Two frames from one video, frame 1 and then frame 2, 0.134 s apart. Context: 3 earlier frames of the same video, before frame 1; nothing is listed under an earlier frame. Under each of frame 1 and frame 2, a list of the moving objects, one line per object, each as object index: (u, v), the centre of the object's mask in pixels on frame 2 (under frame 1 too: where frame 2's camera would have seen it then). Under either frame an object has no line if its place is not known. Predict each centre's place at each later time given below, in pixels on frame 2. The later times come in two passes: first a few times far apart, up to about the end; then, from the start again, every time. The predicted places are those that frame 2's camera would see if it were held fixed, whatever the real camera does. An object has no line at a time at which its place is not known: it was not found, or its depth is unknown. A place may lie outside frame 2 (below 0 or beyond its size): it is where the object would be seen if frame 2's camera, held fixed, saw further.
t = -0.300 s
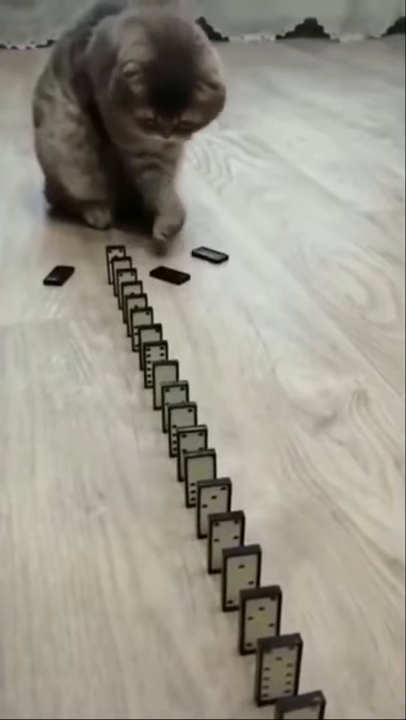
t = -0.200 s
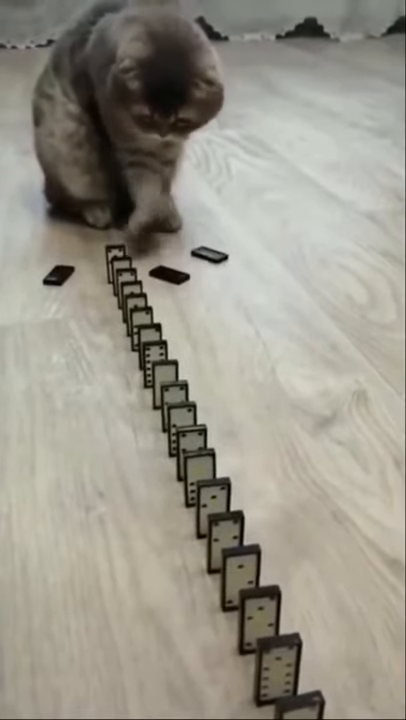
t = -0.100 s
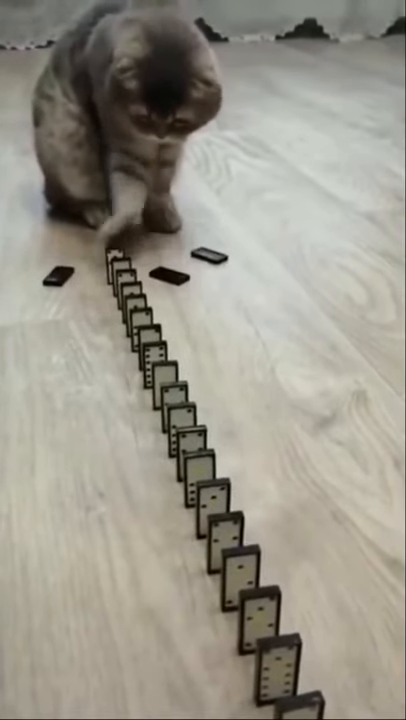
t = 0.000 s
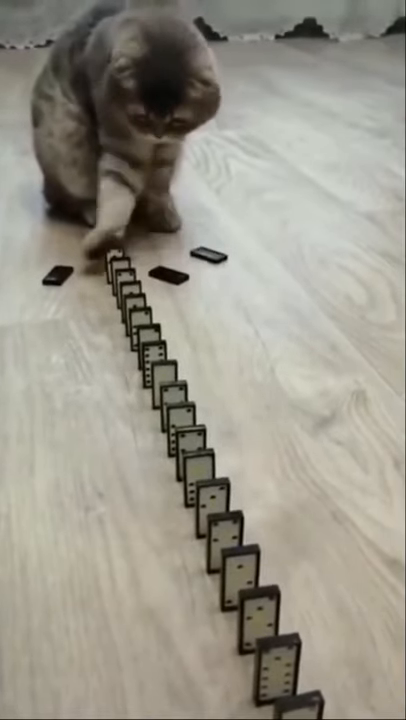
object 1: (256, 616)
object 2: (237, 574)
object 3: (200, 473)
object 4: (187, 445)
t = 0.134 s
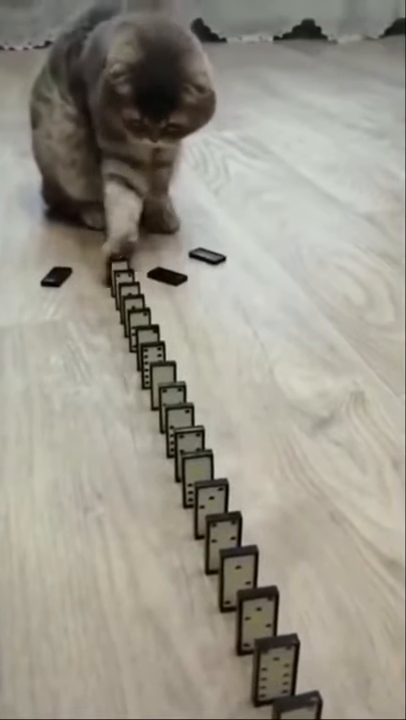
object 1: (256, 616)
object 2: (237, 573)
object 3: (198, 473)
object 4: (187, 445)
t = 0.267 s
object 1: (256, 617)
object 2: (237, 574)
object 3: (199, 473)
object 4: (187, 445)
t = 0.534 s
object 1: (256, 616)
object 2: (237, 574)
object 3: (199, 473)
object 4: (187, 445)
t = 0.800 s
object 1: (256, 616)
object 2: (234, 578)
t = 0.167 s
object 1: (256, 616)
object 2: (237, 574)
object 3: (199, 473)
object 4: (187, 445)
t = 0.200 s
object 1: (256, 616)
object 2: (237, 574)
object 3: (199, 473)
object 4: (188, 445)
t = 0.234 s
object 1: (256, 616)
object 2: (237, 574)
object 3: (199, 473)
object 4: (187, 445)
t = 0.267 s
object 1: (256, 617)
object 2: (237, 574)
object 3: (199, 473)
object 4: (187, 445)
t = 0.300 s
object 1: (256, 616)
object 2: (237, 574)
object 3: (199, 473)
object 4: (187, 445)
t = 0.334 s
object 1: (256, 616)
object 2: (237, 574)
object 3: (199, 473)
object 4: (187, 445)
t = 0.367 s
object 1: (256, 616)
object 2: (237, 574)
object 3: (199, 473)
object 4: (187, 445)
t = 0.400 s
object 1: (256, 616)
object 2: (237, 574)
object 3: (199, 473)
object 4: (188, 445)
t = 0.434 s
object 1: (256, 616)
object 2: (237, 574)
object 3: (199, 473)
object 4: (188, 445)
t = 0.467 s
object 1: (256, 616)
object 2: (237, 574)
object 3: (199, 473)
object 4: (188, 445)
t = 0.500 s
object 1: (256, 616)
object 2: (237, 574)
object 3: (199, 473)
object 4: (187, 445)
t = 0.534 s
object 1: (256, 616)
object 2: (237, 574)
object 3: (199, 473)
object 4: (187, 445)
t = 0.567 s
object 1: (256, 616)
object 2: (237, 574)
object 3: (199, 473)
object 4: (187, 445)
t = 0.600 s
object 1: (256, 616)
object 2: (237, 574)
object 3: (199, 473)
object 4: (188, 445)
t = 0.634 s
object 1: (256, 616)
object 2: (237, 574)
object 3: (200, 473)
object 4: (188, 445)
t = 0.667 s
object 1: (256, 616)
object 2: (237, 573)
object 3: (199, 473)
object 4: (184, 457)
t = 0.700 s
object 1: (256, 616)
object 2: (237, 574)
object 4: (193, 476)
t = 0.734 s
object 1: (255, 616)
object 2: (236, 573)
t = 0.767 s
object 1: (255, 616)
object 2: (236, 573)
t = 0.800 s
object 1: (256, 616)
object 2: (234, 578)
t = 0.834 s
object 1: (257, 619)
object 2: (234, 601)
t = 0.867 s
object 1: (247, 628)
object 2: (242, 613)
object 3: (193, 484)
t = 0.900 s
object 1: (251, 637)
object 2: (244, 618)
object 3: (192, 481)
